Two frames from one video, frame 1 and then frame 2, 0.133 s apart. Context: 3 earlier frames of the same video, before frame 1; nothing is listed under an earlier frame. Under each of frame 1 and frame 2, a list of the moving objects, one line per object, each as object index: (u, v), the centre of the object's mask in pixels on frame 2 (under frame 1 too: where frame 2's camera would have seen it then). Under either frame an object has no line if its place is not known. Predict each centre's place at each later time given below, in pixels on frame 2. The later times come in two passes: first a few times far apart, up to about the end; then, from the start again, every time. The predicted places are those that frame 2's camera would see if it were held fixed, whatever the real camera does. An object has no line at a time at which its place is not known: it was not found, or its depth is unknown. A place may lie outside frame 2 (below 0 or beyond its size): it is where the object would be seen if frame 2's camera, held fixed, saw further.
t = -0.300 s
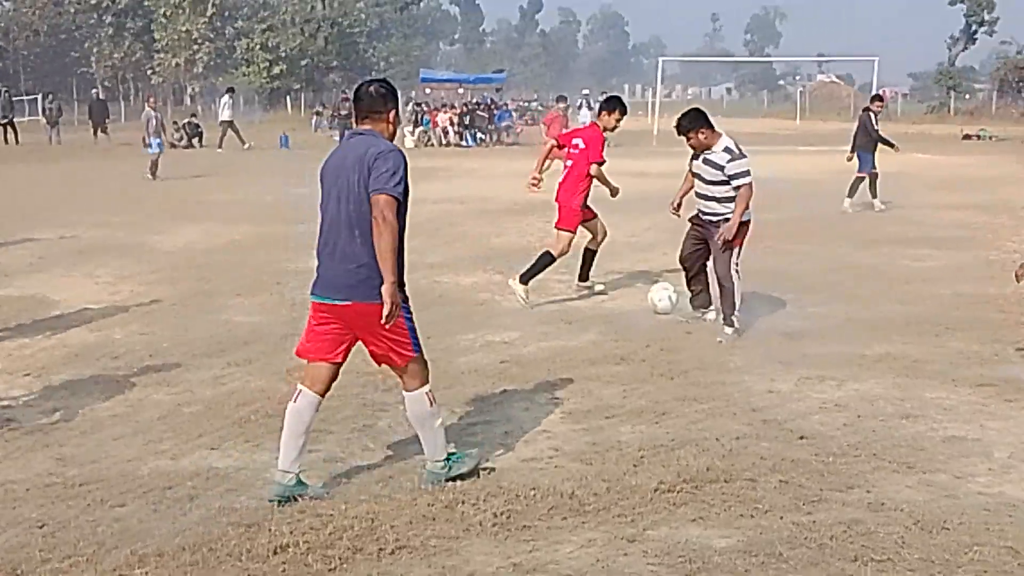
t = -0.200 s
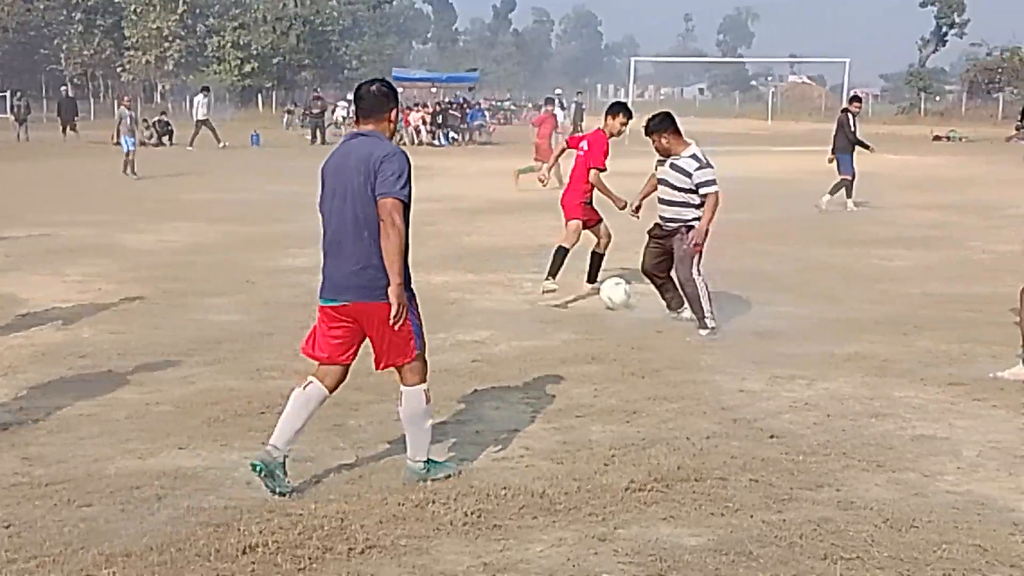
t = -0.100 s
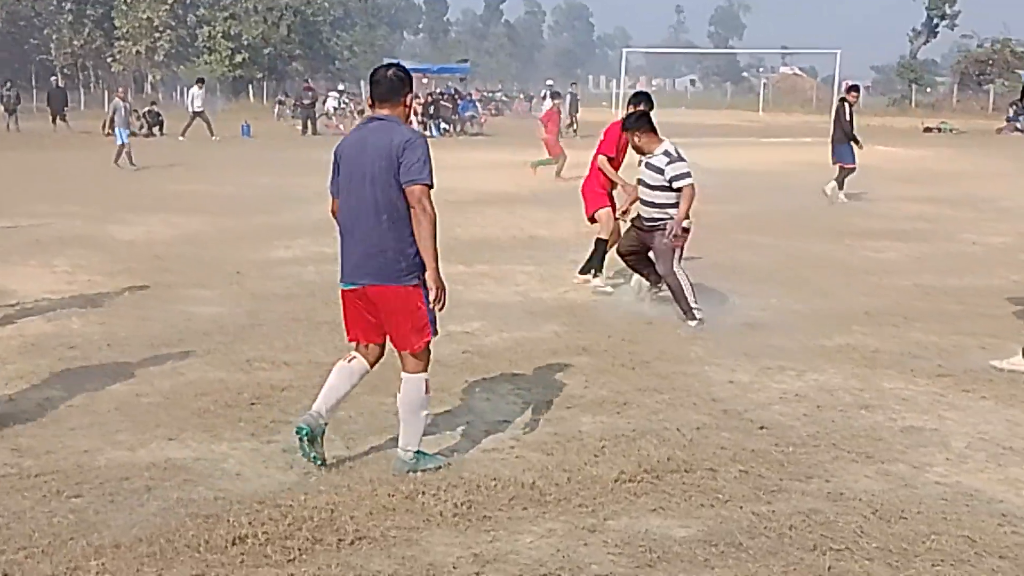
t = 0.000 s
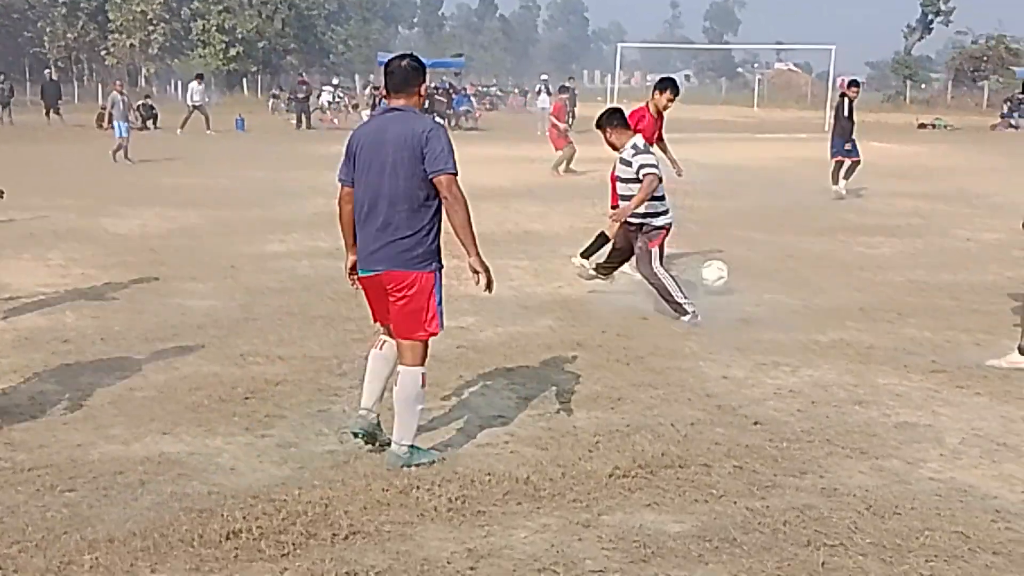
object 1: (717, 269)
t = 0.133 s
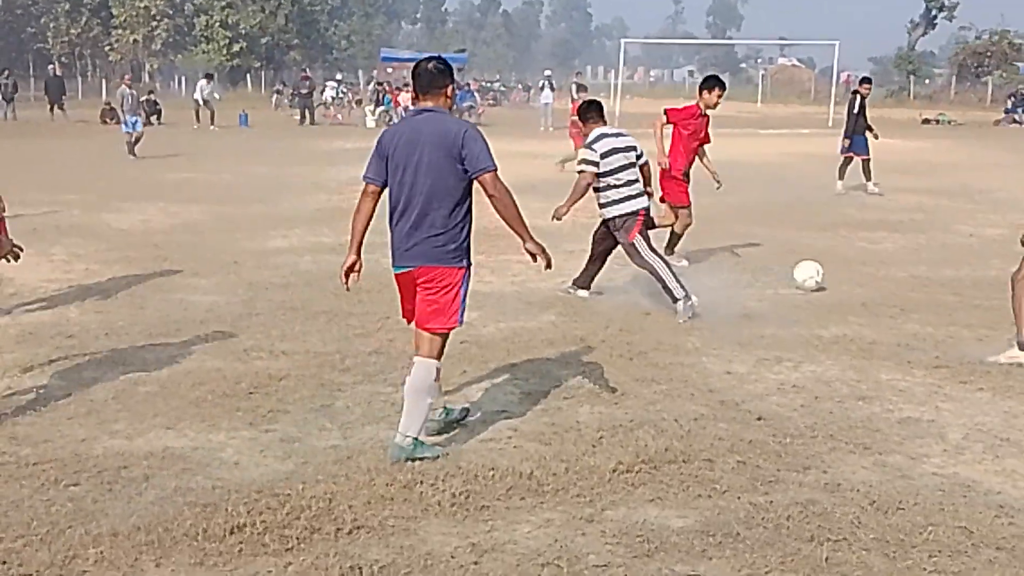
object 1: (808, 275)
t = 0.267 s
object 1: (877, 270)
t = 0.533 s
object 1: (989, 263)
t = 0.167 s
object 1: (825, 272)
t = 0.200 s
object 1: (841, 269)
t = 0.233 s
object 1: (859, 270)
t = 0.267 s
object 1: (877, 270)
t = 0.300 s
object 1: (896, 274)
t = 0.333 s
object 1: (913, 278)
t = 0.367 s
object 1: (925, 276)
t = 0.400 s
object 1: (938, 271)
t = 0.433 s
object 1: (951, 265)
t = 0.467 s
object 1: (964, 262)
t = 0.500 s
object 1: (977, 261)
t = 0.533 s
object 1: (989, 263)
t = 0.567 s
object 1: (1002, 266)
